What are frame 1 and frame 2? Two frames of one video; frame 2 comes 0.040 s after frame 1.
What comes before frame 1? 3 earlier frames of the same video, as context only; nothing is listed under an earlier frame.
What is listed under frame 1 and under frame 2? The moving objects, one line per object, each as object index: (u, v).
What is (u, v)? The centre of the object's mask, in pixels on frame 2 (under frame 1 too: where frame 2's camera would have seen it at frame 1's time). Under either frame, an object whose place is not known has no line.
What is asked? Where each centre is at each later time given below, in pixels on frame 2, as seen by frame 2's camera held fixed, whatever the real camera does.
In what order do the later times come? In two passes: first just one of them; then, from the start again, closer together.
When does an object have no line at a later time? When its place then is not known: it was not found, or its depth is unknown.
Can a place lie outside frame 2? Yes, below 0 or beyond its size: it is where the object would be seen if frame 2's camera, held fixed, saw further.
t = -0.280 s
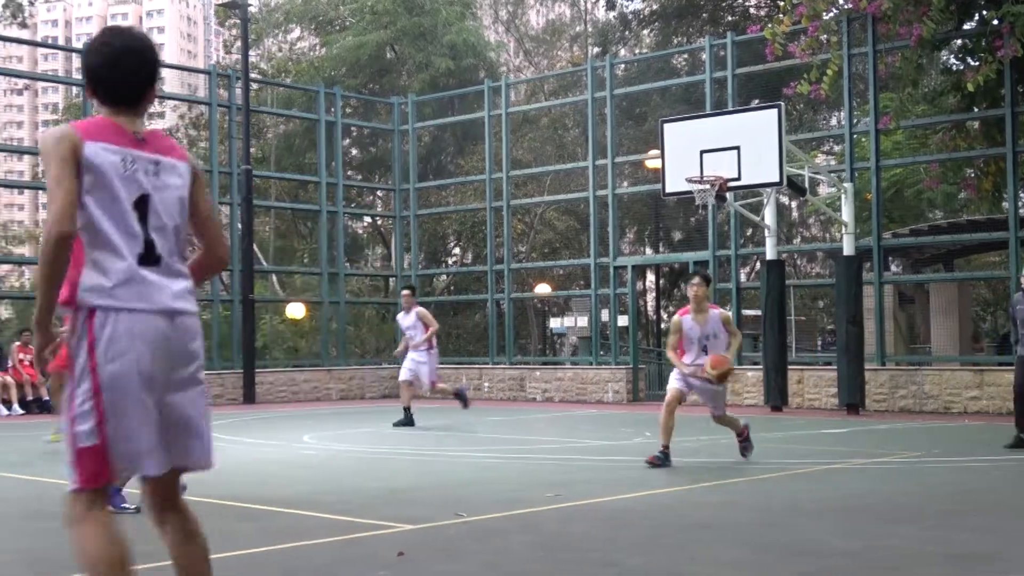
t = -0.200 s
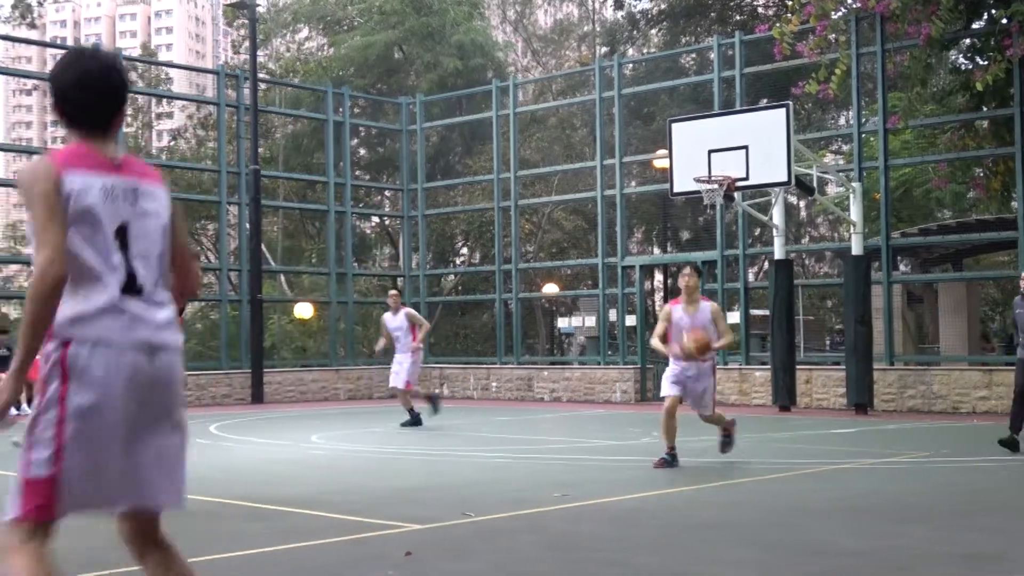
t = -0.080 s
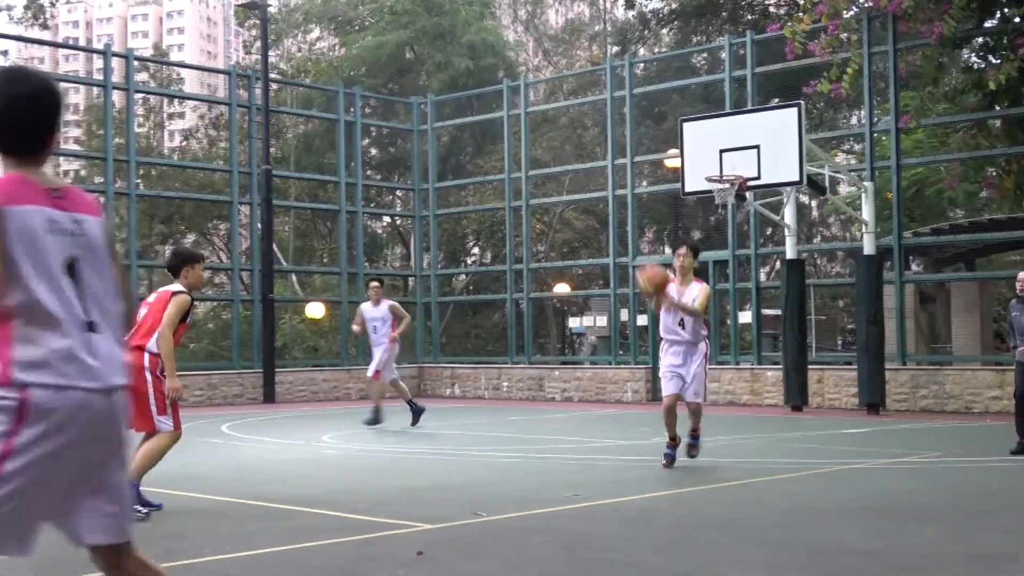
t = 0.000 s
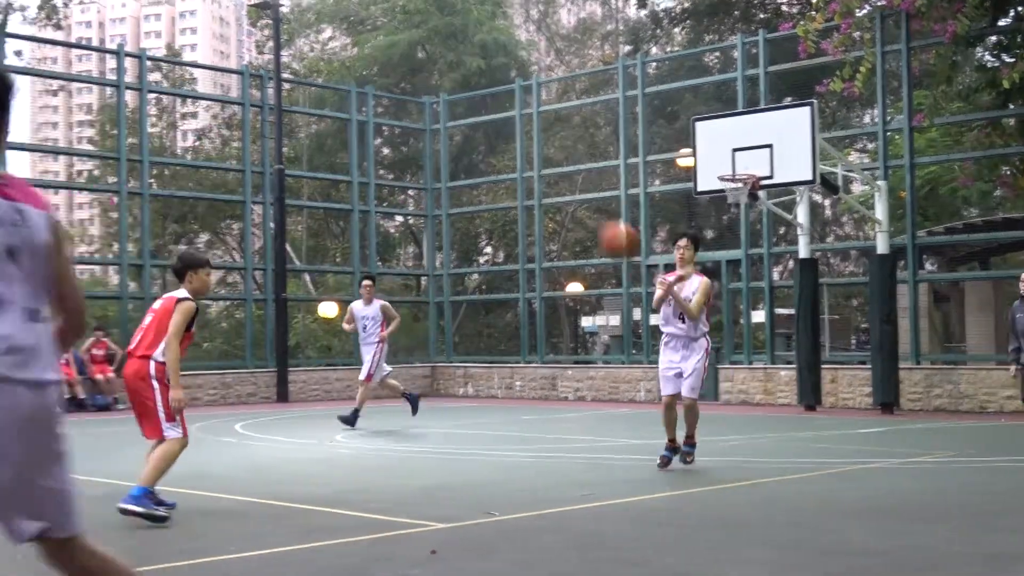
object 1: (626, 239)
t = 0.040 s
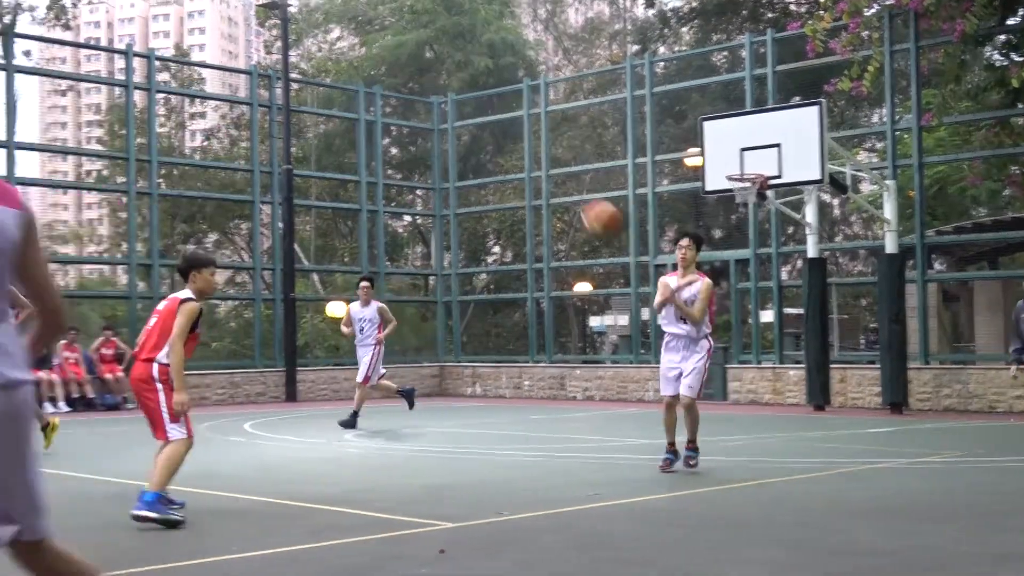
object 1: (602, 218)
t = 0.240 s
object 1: (433, 141)
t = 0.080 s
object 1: (573, 201)
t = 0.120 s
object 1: (543, 185)
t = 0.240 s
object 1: (433, 141)
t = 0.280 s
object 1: (388, 129)
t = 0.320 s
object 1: (340, 119)
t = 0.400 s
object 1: (226, 109)
